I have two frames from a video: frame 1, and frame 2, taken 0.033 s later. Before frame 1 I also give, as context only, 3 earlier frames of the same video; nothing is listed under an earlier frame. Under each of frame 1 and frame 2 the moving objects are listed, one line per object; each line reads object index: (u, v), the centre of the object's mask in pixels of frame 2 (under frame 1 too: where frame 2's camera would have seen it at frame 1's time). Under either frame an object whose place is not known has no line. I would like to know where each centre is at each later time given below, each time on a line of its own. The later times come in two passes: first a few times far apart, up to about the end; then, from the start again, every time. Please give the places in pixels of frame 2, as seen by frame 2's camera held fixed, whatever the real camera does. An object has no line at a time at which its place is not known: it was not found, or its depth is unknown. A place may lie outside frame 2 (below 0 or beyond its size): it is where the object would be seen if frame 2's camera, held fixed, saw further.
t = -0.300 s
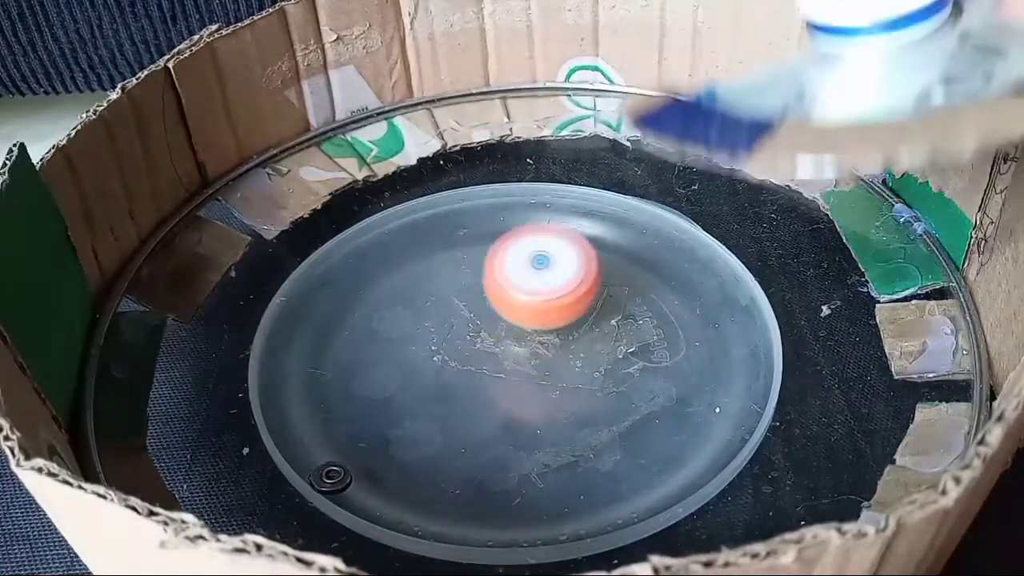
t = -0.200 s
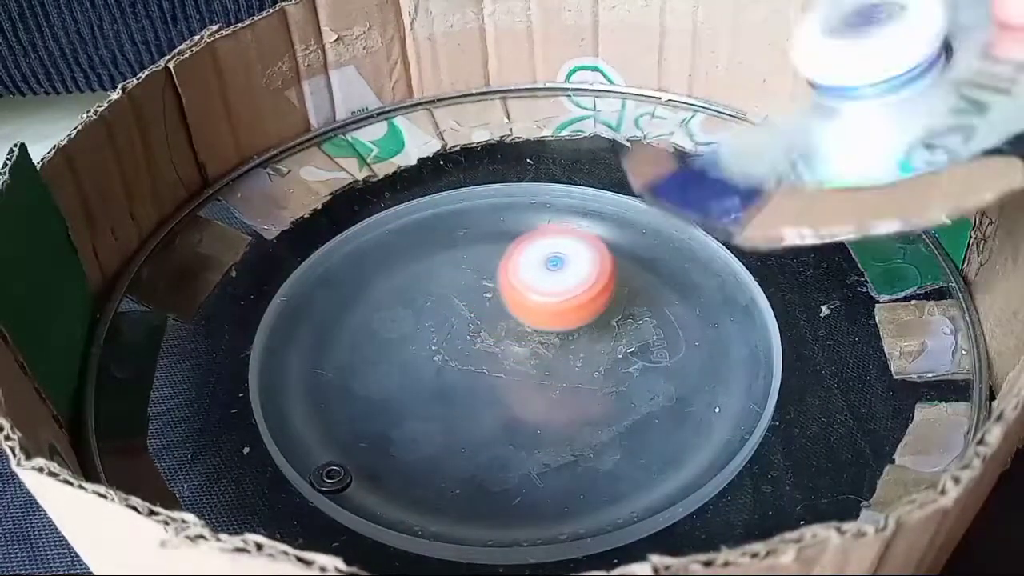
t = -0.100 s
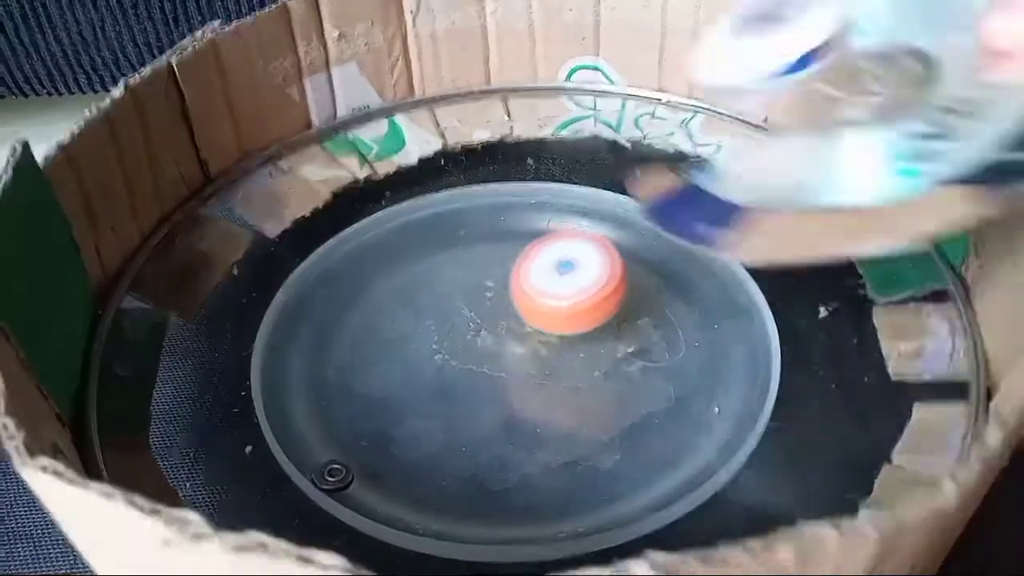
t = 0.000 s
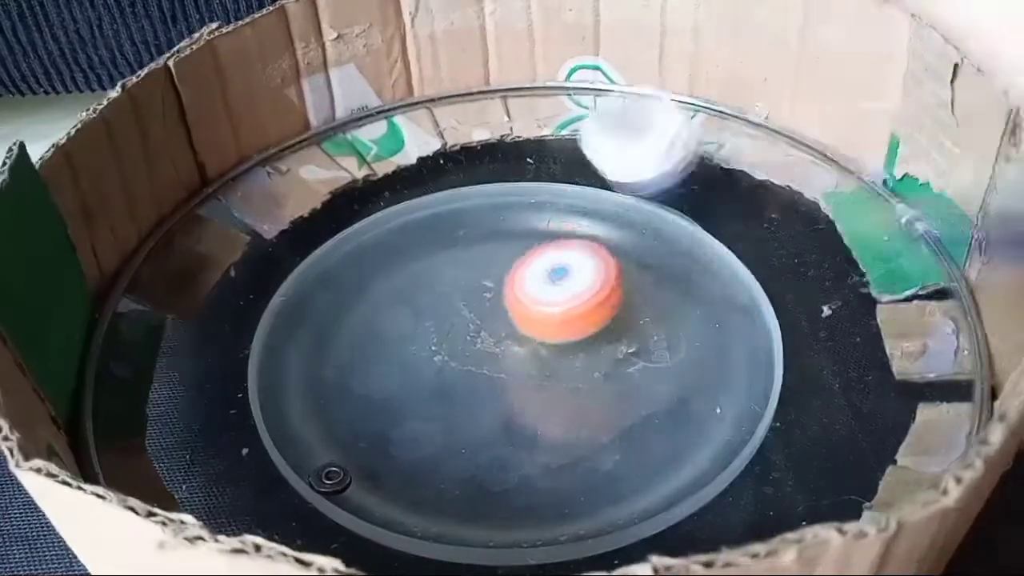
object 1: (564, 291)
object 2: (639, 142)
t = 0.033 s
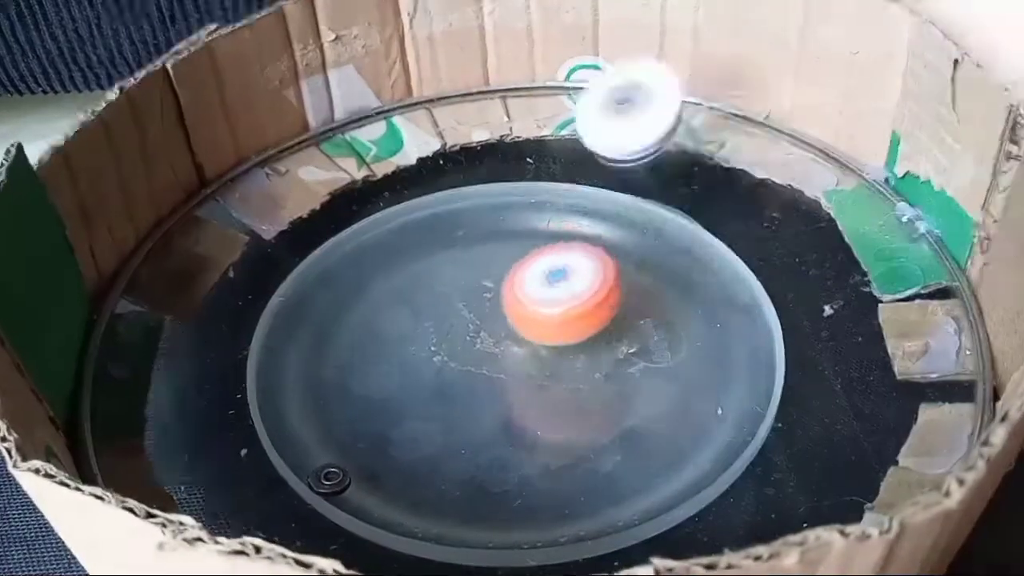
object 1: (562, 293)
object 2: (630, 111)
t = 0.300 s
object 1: (495, 366)
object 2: (570, 230)
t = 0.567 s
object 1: (461, 358)
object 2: (324, 205)
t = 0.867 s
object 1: (458, 293)
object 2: (358, 211)
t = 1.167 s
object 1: (626, 295)
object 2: (507, 218)
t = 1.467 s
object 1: (727, 359)
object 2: (472, 138)
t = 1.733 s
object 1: (645, 350)
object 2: (331, 206)
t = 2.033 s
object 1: (547, 288)
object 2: (317, 250)
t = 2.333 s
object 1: (519, 234)
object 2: (569, 417)
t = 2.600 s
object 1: (537, 283)
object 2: (650, 430)
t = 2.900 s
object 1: (367, 209)
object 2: (811, 473)
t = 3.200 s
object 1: (387, 159)
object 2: (616, 366)
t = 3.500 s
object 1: (583, 221)
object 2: (458, 375)
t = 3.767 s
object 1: (571, 305)
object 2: (490, 478)
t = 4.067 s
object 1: (612, 282)
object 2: (488, 504)
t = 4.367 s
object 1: (596, 352)
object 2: (445, 293)
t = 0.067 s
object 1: (561, 297)
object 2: (628, 111)
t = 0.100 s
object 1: (560, 300)
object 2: (625, 144)
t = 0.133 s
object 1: (558, 305)
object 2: (619, 205)
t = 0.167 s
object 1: (546, 316)
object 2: (614, 224)
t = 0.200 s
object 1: (527, 332)
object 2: (611, 220)
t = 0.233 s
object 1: (514, 347)
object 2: (607, 232)
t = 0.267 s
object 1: (504, 358)
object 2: (593, 233)
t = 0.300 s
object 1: (495, 366)
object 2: (570, 230)
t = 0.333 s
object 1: (490, 371)
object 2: (543, 236)
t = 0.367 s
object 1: (485, 374)
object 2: (514, 235)
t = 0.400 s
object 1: (480, 374)
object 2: (482, 233)
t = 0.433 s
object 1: (475, 373)
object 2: (449, 228)
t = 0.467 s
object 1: (471, 371)
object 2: (416, 221)
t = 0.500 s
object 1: (466, 367)
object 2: (382, 215)
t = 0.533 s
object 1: (463, 363)
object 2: (351, 210)
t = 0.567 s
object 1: (461, 358)
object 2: (324, 205)
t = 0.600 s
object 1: (459, 352)
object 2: (302, 197)
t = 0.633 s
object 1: (458, 345)
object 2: (287, 195)
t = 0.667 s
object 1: (456, 339)
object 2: (277, 190)
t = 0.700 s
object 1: (456, 332)
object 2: (276, 188)
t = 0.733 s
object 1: (456, 324)
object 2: (282, 187)
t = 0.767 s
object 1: (456, 316)
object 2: (294, 189)
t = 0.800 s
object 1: (455, 309)
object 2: (311, 192)
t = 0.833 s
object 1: (457, 300)
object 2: (333, 199)
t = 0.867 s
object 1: (458, 293)
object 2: (358, 211)
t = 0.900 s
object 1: (461, 288)
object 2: (381, 220)
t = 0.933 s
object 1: (475, 298)
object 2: (399, 224)
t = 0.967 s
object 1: (497, 311)
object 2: (409, 216)
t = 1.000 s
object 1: (522, 318)
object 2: (420, 209)
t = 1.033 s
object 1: (549, 319)
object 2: (432, 206)
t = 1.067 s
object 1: (576, 316)
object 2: (447, 204)
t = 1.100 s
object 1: (599, 310)
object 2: (465, 205)
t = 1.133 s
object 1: (616, 302)
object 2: (485, 210)
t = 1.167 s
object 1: (626, 295)
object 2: (507, 218)
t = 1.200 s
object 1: (630, 291)
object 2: (531, 230)
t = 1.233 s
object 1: (646, 299)
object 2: (543, 233)
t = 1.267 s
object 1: (706, 348)
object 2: (514, 199)
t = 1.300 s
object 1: (774, 398)
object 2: (478, 160)
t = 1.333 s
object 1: (838, 435)
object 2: (455, 130)
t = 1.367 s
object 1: (861, 433)
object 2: (432, 95)
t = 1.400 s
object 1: (825, 399)
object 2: (427, 78)
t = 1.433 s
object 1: (778, 383)
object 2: (449, 105)
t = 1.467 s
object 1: (727, 359)
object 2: (472, 138)
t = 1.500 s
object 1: (680, 334)
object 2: (496, 174)
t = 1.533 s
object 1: (640, 315)
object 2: (521, 213)
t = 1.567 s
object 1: (624, 311)
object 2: (529, 242)
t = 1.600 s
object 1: (647, 328)
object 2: (487, 230)
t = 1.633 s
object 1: (657, 341)
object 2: (443, 223)
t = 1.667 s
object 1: (656, 348)
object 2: (405, 215)
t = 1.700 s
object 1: (651, 350)
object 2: (369, 210)
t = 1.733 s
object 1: (645, 350)
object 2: (331, 206)
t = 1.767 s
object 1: (639, 347)
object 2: (299, 200)
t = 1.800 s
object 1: (631, 347)
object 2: (278, 198)
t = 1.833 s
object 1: (622, 343)
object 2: (266, 198)
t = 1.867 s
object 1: (611, 338)
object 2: (260, 199)
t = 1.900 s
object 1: (600, 332)
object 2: (261, 205)
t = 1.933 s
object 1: (588, 323)
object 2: (268, 213)
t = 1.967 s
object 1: (576, 312)
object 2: (281, 223)
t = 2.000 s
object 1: (562, 301)
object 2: (298, 235)
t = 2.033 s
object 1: (547, 288)
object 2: (317, 250)
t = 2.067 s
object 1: (532, 277)
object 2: (340, 266)
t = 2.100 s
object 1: (521, 267)
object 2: (365, 286)
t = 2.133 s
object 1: (514, 257)
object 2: (392, 307)
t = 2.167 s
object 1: (510, 250)
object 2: (420, 327)
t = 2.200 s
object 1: (510, 245)
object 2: (450, 348)
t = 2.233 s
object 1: (511, 241)
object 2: (482, 367)
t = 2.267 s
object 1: (512, 238)
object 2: (513, 386)
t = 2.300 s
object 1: (515, 235)
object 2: (542, 402)
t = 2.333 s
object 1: (519, 234)
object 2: (569, 417)
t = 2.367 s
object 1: (523, 234)
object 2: (593, 429)
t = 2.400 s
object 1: (526, 235)
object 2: (612, 436)
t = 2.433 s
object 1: (530, 238)
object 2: (631, 446)
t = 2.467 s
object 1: (533, 242)
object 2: (643, 450)
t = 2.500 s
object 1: (536, 250)
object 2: (651, 449)
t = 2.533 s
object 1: (538, 257)
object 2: (654, 444)
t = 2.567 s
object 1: (539, 269)
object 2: (653, 435)
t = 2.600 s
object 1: (537, 283)
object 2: (650, 430)
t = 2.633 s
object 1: (533, 294)
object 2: (642, 416)
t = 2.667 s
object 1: (530, 305)
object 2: (632, 397)
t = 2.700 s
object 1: (528, 316)
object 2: (623, 382)
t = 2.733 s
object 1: (511, 319)
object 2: (645, 387)
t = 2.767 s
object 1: (470, 284)
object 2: (695, 416)
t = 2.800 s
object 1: (439, 261)
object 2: (740, 438)
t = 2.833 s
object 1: (410, 246)
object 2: (774, 458)
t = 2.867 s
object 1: (386, 227)
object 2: (795, 468)
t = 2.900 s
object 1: (367, 209)
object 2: (811, 473)
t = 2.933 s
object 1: (350, 186)
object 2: (815, 476)
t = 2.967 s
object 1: (340, 169)
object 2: (808, 476)
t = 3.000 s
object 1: (332, 154)
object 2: (793, 473)
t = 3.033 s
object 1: (331, 145)
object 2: (768, 465)
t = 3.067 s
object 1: (335, 139)
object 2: (739, 452)
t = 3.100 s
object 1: (341, 140)
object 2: (706, 433)
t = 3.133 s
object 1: (353, 145)
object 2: (675, 409)
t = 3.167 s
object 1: (368, 150)
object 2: (644, 388)
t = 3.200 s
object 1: (387, 159)
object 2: (616, 366)
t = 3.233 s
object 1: (413, 170)
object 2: (589, 342)
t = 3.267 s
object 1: (441, 185)
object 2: (565, 323)
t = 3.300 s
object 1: (471, 198)
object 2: (539, 308)
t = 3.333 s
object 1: (497, 209)
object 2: (517, 302)
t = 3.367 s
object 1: (525, 209)
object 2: (504, 318)
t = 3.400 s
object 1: (544, 205)
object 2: (494, 337)
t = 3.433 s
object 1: (559, 206)
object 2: (481, 353)
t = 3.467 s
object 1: (571, 213)
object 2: (468, 364)
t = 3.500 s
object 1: (583, 221)
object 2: (458, 375)
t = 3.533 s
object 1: (589, 234)
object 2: (448, 386)
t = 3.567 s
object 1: (596, 249)
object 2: (446, 396)
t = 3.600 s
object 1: (595, 268)
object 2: (450, 405)
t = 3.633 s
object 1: (590, 285)
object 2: (458, 411)
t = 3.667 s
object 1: (583, 307)
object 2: (473, 413)
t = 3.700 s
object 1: (571, 321)
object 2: (496, 413)
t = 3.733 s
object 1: (564, 326)
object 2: (503, 435)
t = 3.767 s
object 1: (571, 305)
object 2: (490, 478)
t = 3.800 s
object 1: (575, 291)
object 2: (483, 506)
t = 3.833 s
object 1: (579, 280)
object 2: (475, 524)
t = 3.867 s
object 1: (586, 268)
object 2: (471, 533)
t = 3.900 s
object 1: (593, 262)
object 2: (474, 540)
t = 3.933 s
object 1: (598, 259)
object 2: (474, 539)
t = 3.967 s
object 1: (605, 259)
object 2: (477, 542)
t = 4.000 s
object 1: (610, 262)
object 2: (475, 530)
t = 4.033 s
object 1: (611, 270)
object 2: (482, 525)
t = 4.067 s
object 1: (612, 282)
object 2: (488, 504)
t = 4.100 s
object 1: (606, 299)
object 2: (494, 479)
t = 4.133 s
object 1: (595, 316)
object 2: (495, 455)
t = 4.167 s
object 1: (586, 325)
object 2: (490, 431)
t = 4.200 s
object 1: (588, 337)
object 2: (489, 406)
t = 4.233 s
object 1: (594, 348)
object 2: (480, 377)
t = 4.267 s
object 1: (598, 354)
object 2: (474, 351)
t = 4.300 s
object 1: (601, 355)
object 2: (467, 326)
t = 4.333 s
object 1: (600, 354)
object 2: (456, 307)
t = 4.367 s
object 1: (596, 352)
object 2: (445, 293)
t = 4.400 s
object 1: (588, 347)
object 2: (429, 282)
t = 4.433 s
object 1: (583, 339)
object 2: (416, 274)
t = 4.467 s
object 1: (584, 332)
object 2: (407, 264)
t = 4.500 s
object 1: (586, 326)
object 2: (401, 261)
